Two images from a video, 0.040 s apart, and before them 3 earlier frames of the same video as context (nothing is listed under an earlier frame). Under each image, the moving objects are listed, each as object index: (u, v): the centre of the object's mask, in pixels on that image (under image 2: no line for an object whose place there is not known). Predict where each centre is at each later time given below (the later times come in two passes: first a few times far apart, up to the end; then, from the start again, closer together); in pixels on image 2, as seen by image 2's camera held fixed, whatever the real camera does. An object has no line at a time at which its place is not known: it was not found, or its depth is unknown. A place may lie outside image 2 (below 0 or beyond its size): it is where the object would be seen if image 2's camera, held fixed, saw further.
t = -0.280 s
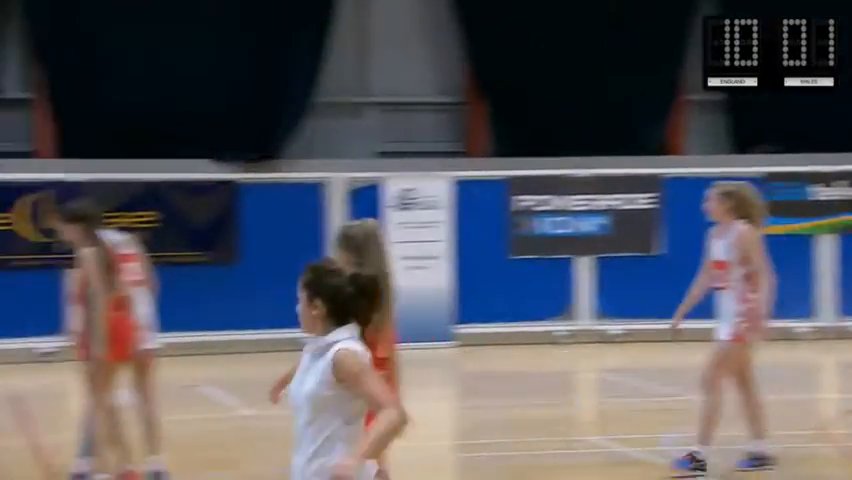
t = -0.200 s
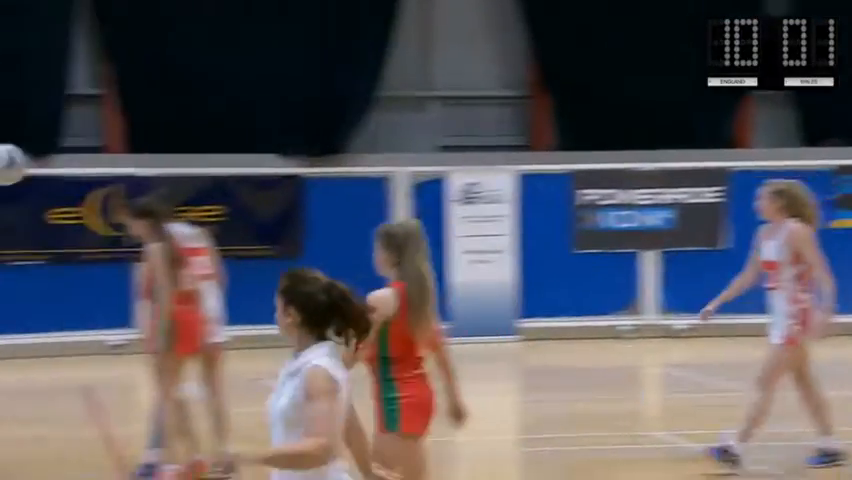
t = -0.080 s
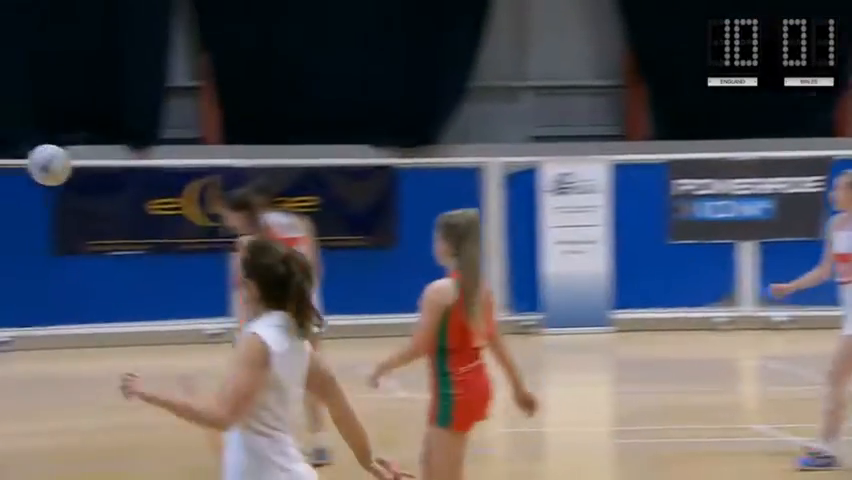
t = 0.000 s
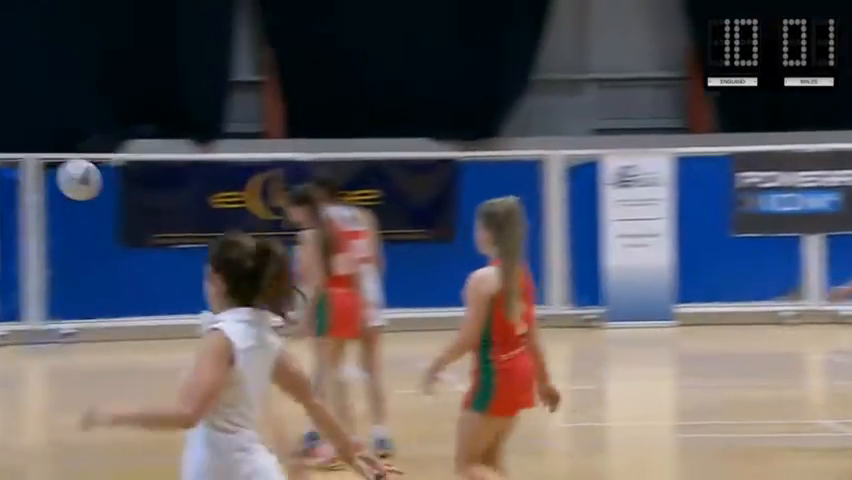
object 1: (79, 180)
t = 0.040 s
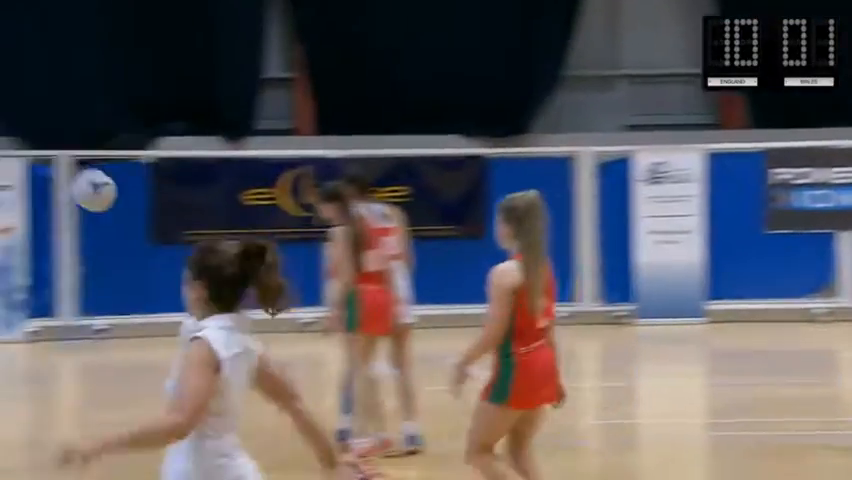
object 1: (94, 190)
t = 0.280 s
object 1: (-12, 330)
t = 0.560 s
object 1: (-150, 388)
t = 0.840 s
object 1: (-298, 272)
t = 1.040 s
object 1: (-411, 280)
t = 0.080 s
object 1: (81, 206)
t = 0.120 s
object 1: (56, 225)
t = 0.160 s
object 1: (38, 243)
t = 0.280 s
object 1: (-12, 330)
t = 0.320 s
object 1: (-35, 373)
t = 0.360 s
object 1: (-51, 411)
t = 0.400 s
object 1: (-69, 454)
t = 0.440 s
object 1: (-92, 485)
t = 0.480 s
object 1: (-115, 445)
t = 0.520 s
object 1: (-131, 415)
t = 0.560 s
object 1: (-150, 388)
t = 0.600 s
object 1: (-171, 360)
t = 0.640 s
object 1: (-192, 337)
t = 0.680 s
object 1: (-211, 317)
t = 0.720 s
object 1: (-234, 304)
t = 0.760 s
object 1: (-257, 289)
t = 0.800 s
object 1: (-277, 279)
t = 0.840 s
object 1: (-298, 272)
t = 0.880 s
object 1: (-322, 268)
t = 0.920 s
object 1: (-344, 266)
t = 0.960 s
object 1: (-366, 267)
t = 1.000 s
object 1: (-389, 272)
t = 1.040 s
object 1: (-411, 280)
